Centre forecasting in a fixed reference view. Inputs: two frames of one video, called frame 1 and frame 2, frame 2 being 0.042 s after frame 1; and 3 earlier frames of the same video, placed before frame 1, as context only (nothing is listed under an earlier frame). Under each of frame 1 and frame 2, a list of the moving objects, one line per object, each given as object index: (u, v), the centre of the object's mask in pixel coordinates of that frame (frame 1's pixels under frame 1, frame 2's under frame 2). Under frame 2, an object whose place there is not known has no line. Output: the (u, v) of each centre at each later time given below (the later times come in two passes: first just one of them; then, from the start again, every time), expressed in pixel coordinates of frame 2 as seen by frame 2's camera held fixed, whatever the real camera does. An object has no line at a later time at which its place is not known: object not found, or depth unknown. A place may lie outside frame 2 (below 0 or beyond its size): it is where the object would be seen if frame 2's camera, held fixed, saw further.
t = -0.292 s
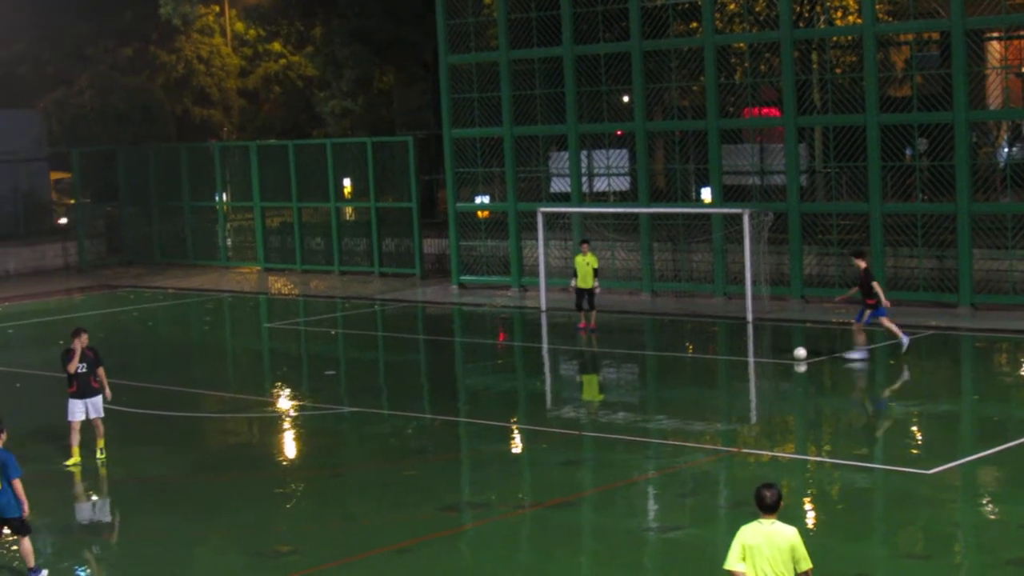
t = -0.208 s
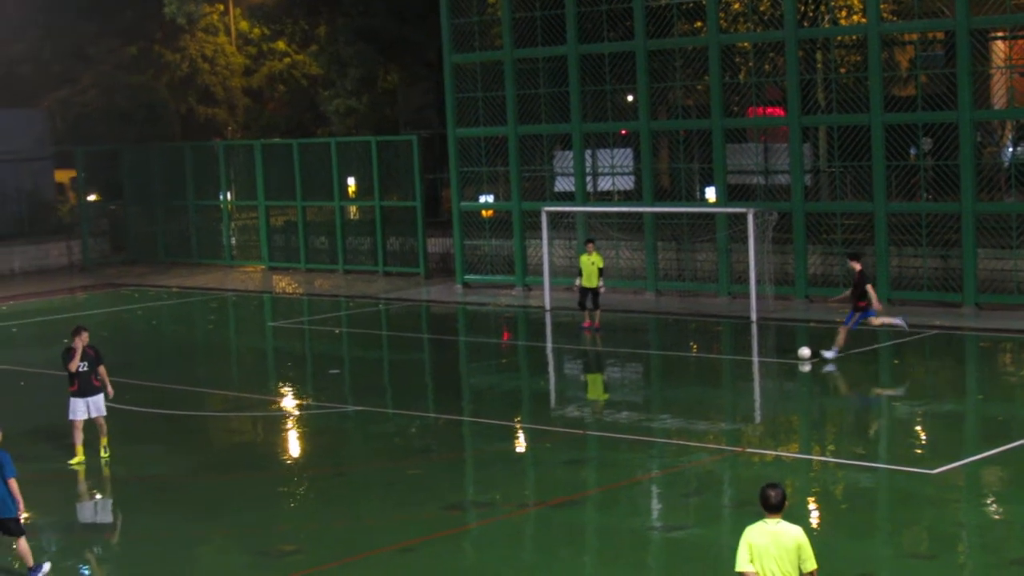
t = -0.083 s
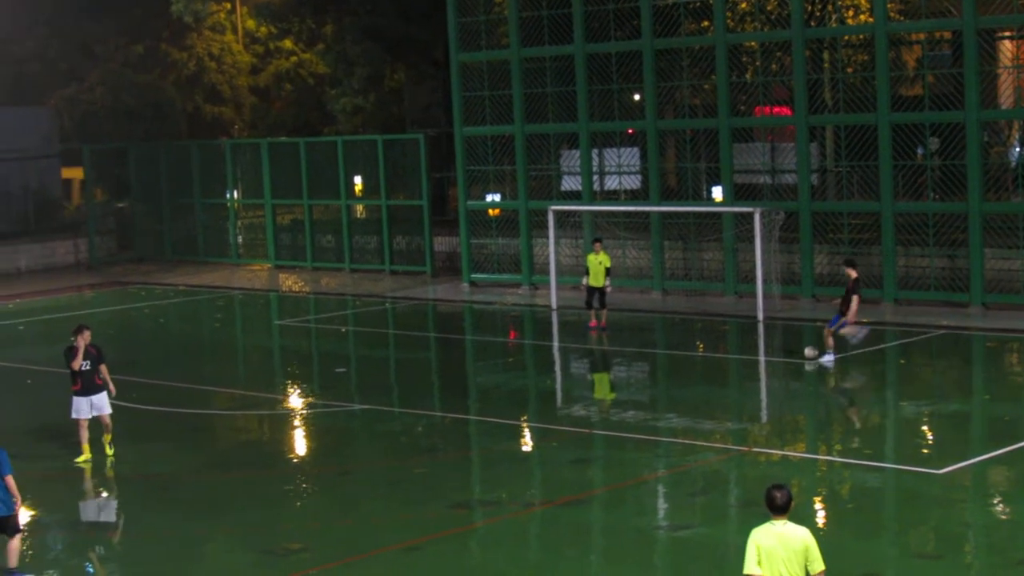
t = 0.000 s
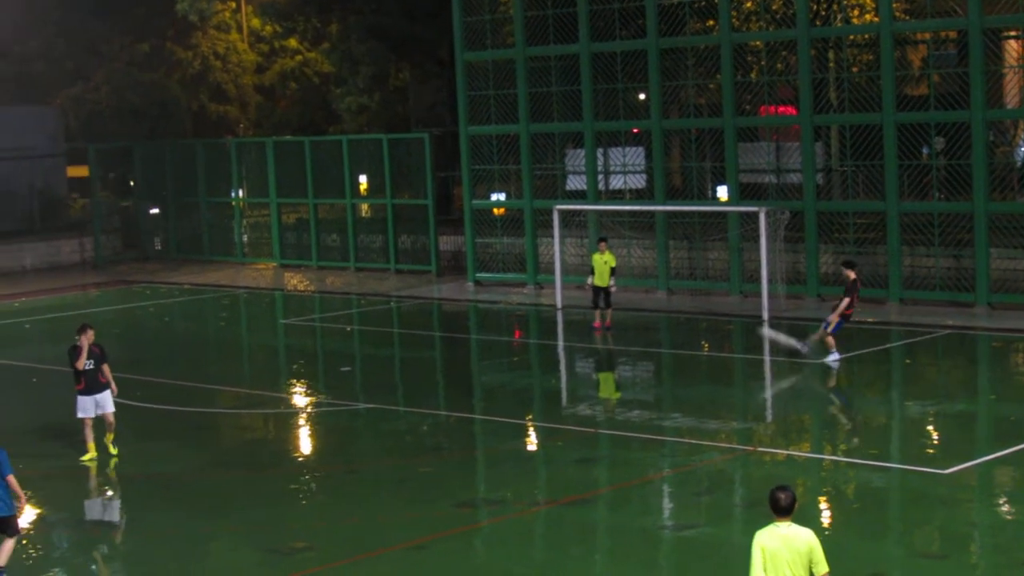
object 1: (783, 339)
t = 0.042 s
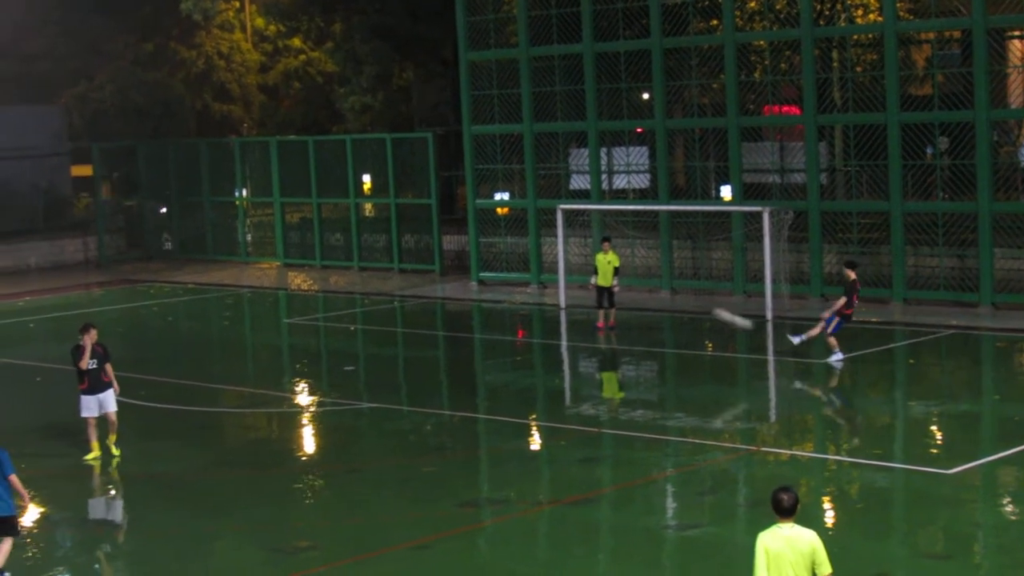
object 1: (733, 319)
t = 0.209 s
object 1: (541, 250)
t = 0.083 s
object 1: (684, 301)
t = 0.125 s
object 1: (636, 284)
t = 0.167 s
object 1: (584, 265)
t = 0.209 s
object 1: (541, 250)
